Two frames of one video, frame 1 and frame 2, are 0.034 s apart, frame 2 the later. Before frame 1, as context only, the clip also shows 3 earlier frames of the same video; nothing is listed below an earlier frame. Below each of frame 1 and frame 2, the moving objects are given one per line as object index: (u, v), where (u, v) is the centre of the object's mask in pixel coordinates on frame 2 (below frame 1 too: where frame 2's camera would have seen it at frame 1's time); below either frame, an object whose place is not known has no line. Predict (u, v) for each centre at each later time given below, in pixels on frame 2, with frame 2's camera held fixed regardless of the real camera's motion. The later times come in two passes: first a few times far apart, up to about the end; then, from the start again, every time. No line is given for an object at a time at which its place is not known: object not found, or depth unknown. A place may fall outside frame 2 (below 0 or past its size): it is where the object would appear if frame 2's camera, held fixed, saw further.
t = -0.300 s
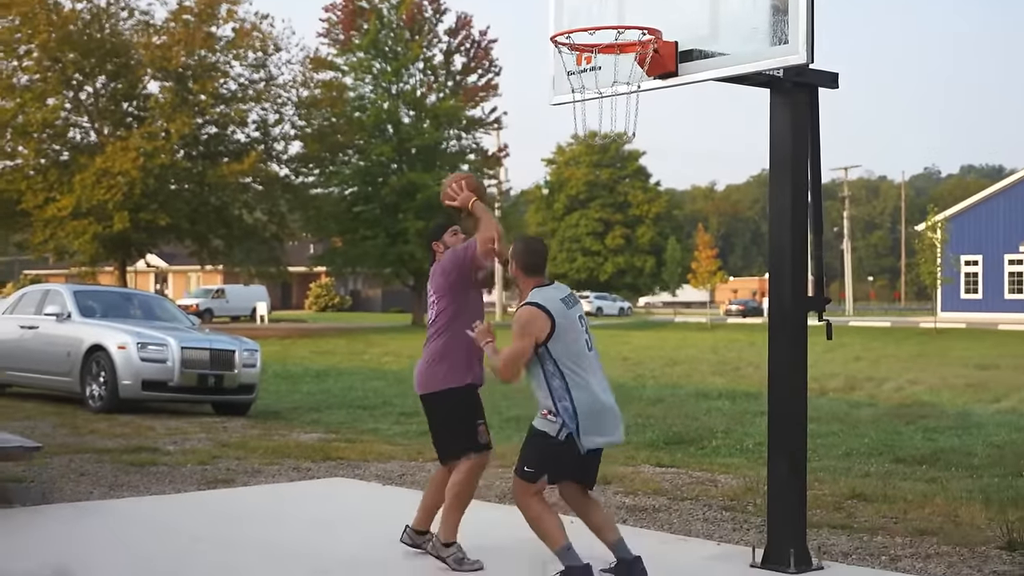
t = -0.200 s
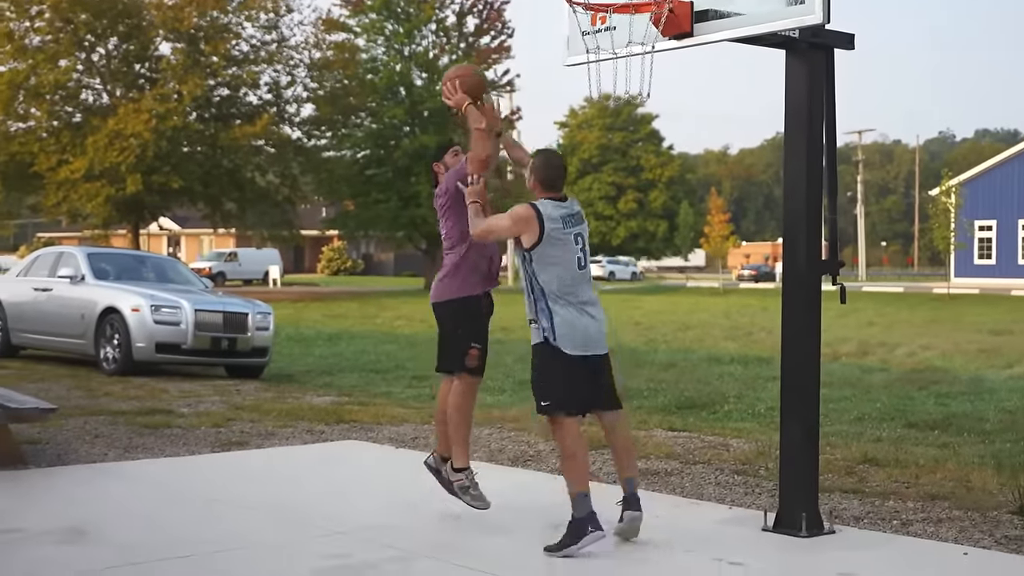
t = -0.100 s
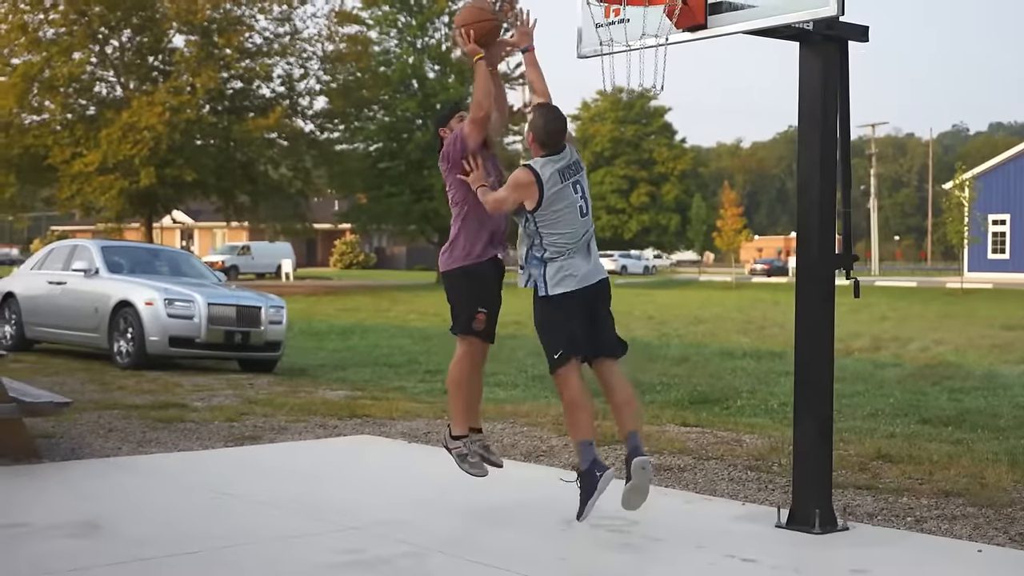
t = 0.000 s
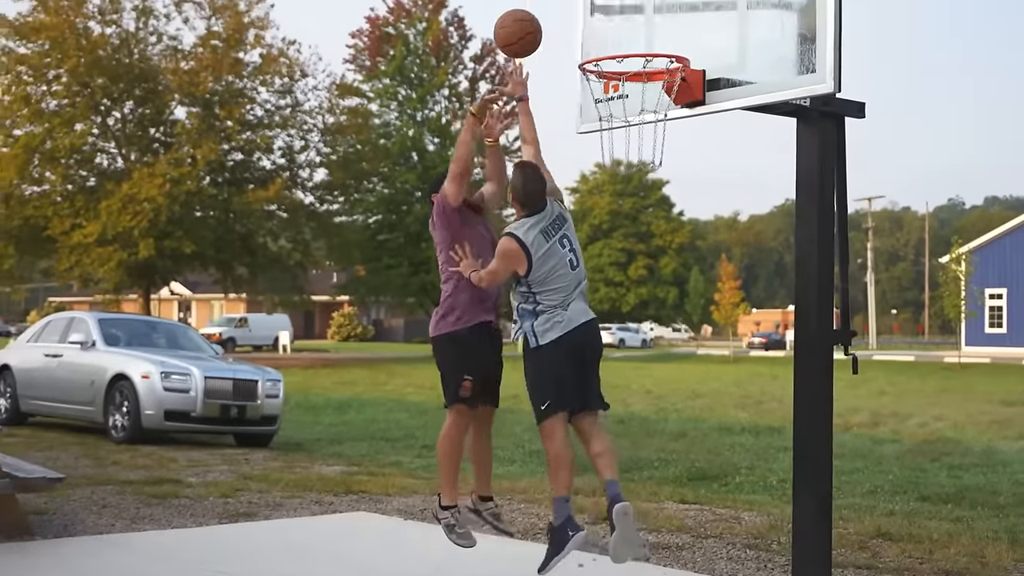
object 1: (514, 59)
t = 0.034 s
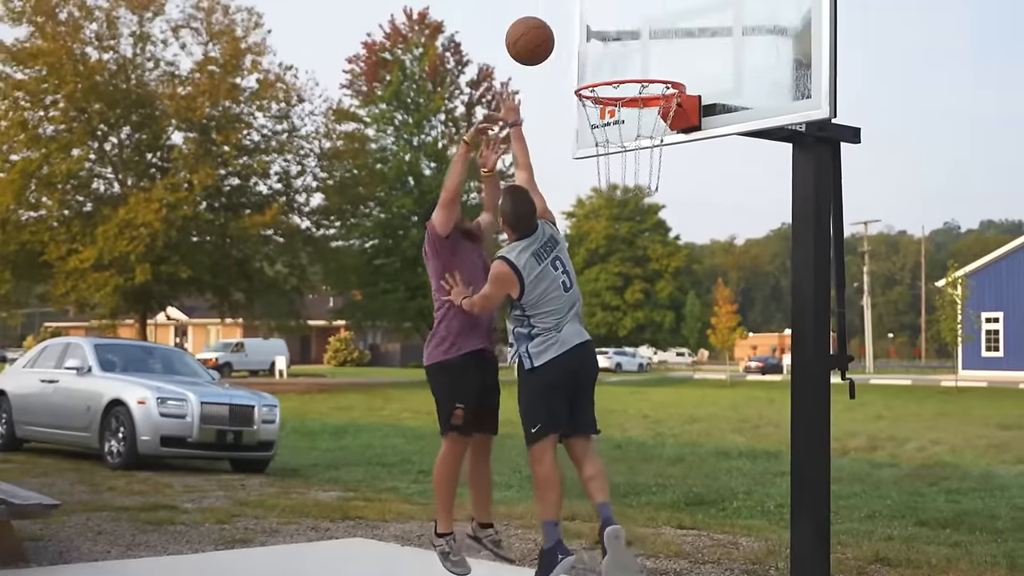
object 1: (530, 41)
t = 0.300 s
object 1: (652, -22)
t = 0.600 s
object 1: (724, 80)
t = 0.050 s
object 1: (538, 32)
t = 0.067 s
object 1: (546, 26)
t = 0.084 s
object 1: (554, 19)
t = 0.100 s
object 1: (563, 13)
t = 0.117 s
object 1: (572, 7)
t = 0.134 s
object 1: (580, 2)
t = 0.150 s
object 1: (588, -3)
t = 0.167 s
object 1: (596, -8)
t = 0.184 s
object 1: (605, -11)
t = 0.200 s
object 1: (613, -14)
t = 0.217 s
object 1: (622, -18)
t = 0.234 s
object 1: (631, -20)
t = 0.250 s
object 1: (639, -22)
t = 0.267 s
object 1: (645, -23)
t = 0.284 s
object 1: (649, -22)
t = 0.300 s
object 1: (652, -22)
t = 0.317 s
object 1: (656, -20)
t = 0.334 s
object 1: (660, -16)
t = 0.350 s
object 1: (663, -13)
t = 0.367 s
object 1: (666, -9)
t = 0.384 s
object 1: (670, -6)
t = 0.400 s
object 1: (673, -1)
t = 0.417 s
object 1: (677, 3)
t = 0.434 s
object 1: (681, 8)
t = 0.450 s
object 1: (686, 13)
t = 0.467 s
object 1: (690, 18)
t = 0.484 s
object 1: (693, 22)
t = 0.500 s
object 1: (697, 27)
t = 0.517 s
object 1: (702, 32)
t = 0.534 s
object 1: (706, 37)
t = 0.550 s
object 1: (710, 46)
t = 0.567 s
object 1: (715, 57)
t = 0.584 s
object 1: (719, 68)
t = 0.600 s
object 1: (724, 80)
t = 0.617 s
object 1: (728, 93)
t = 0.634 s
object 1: (733, 107)
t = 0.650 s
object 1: (738, 121)
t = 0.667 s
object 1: (743, 137)
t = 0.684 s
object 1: (747, 153)
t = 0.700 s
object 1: (752, 170)
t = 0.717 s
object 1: (757, 188)
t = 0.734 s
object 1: (761, 207)
